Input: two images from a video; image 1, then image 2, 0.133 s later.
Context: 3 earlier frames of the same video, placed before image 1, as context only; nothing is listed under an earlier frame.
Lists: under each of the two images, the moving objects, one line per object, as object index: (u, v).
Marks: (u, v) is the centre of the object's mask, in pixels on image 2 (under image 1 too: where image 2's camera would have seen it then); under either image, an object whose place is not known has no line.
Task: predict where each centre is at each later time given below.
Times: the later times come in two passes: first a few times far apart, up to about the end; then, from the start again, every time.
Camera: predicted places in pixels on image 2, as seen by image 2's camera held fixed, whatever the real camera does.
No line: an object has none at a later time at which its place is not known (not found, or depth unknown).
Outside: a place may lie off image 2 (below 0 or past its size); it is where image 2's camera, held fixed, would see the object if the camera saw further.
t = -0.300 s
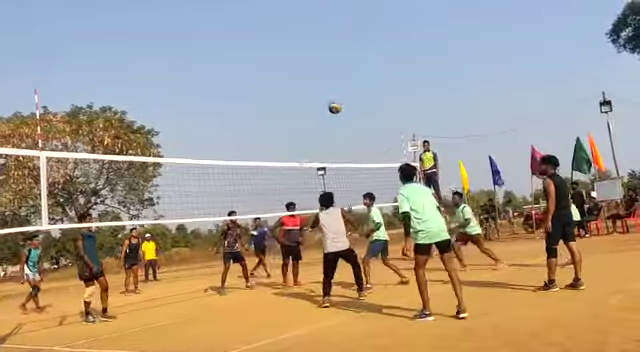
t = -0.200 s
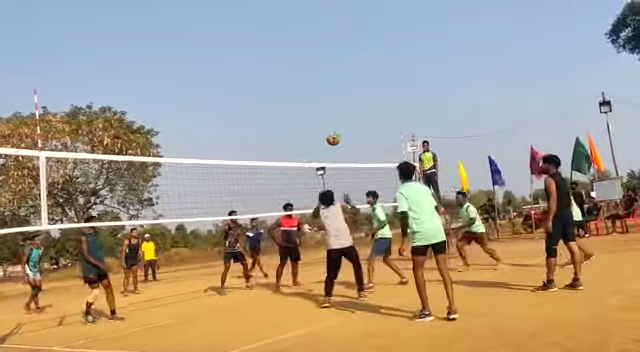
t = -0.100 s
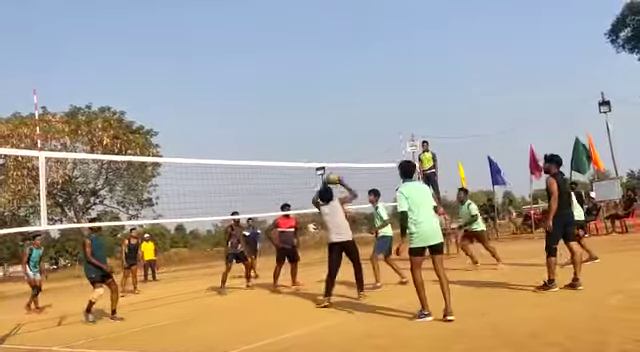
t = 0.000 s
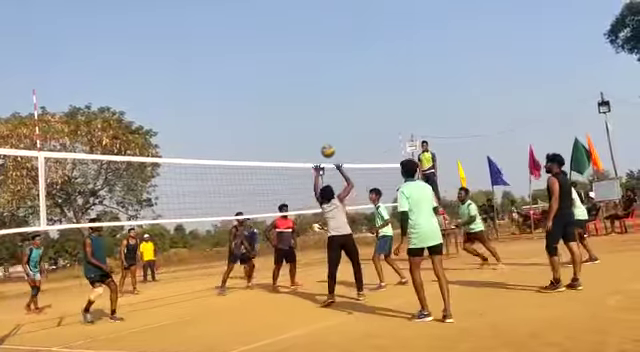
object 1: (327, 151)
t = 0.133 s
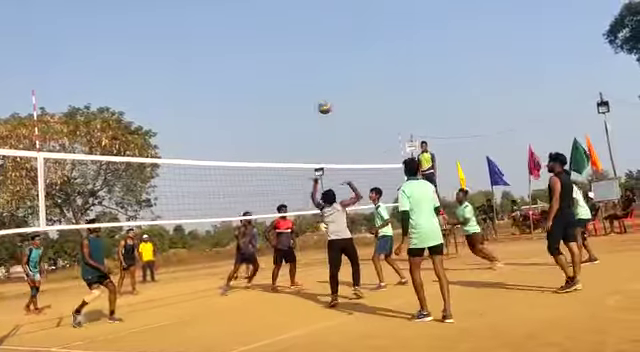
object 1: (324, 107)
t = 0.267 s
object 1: (324, 73)
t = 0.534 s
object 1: (328, 37)
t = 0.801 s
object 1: (339, 45)
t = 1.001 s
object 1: (351, 83)
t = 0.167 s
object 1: (324, 98)
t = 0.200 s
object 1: (323, 89)
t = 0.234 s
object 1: (323, 81)
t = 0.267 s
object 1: (324, 73)
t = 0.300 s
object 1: (324, 67)
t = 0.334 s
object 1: (324, 61)
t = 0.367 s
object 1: (325, 55)
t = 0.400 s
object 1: (325, 50)
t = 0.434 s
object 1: (326, 46)
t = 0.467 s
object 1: (327, 42)
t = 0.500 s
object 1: (328, 39)
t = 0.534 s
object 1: (328, 37)
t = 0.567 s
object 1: (329, 36)
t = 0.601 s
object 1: (330, 35)
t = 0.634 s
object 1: (331, 35)
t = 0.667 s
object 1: (332, 36)
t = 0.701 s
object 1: (334, 37)
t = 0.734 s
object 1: (336, 39)
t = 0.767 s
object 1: (338, 42)
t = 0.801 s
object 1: (339, 45)
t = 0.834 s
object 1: (341, 50)
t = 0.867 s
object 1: (343, 55)
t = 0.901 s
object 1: (345, 61)
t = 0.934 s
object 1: (347, 67)
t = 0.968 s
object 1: (349, 74)
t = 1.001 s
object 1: (351, 83)
